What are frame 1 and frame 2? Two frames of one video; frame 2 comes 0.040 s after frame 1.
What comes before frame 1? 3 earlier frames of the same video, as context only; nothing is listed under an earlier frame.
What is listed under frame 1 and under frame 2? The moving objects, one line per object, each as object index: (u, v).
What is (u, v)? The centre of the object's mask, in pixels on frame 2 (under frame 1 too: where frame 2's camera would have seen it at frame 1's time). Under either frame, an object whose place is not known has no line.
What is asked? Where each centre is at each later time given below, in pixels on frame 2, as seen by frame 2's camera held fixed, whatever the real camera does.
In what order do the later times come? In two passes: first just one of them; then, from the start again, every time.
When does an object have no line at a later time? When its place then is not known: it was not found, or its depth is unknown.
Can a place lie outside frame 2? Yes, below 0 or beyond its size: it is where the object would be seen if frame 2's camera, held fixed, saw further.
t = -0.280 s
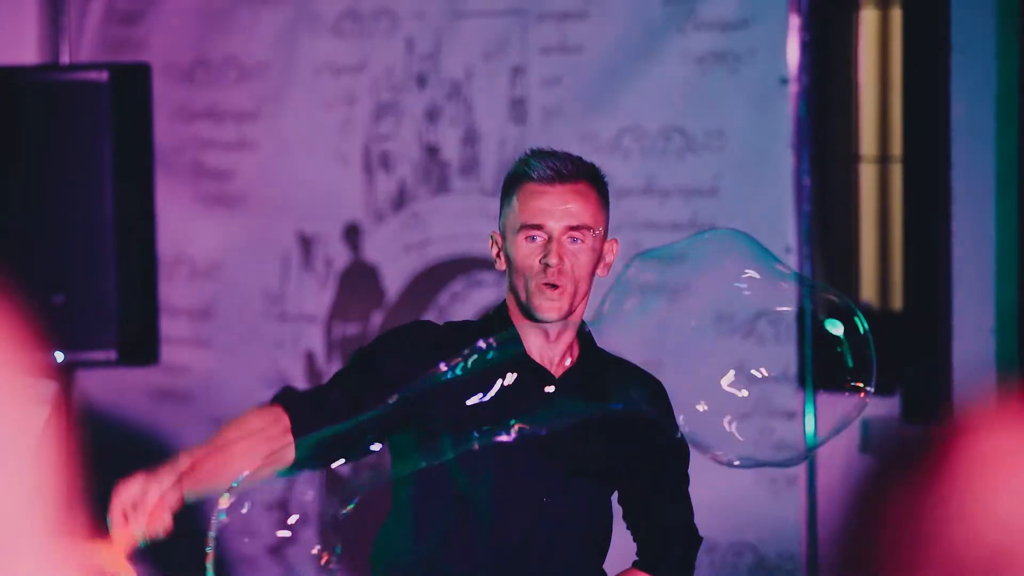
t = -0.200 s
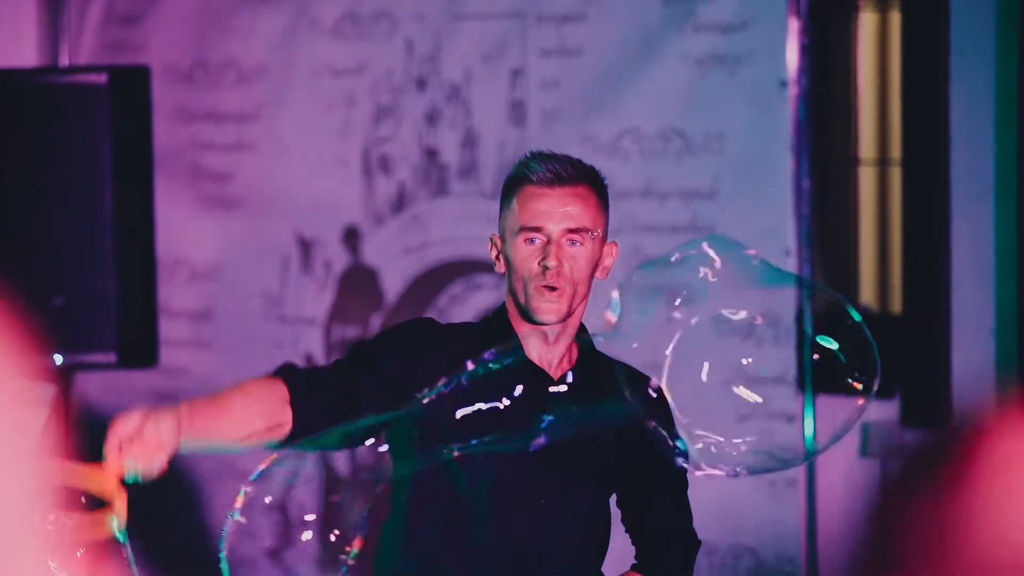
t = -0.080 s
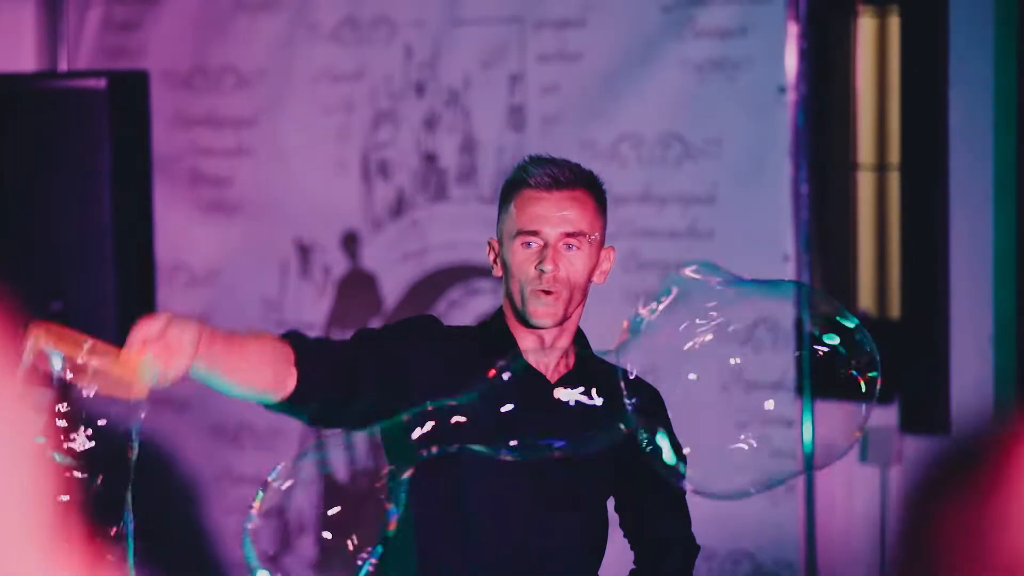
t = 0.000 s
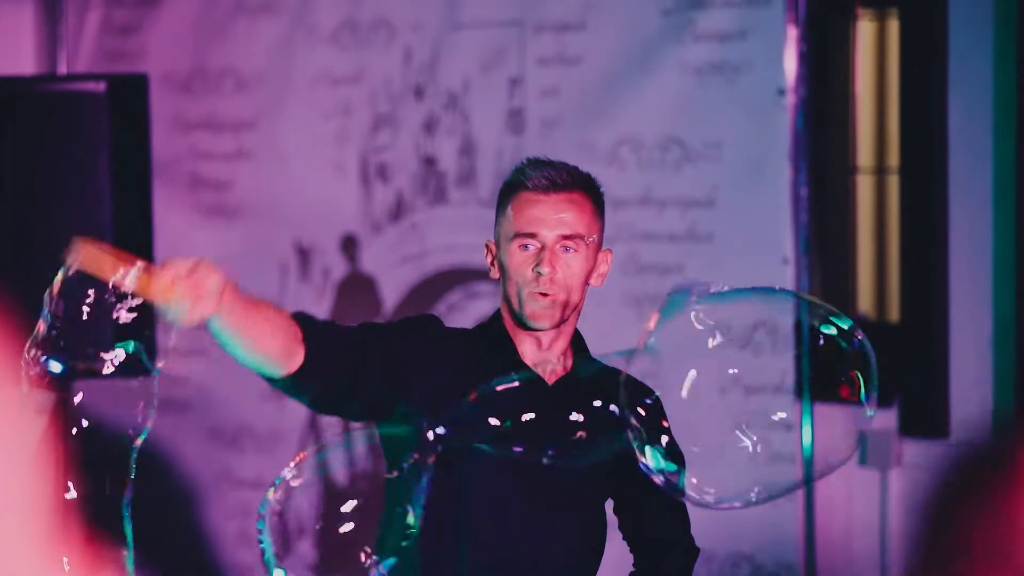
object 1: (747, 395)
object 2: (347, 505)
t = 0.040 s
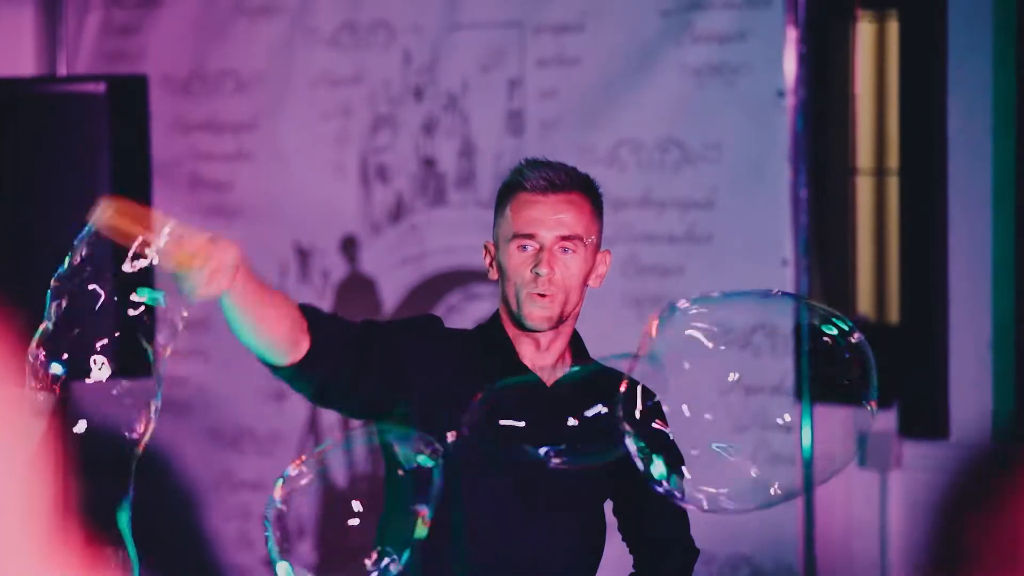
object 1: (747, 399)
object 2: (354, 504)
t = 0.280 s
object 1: (748, 408)
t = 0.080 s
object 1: (748, 401)
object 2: (362, 501)
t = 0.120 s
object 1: (758, 399)
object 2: (368, 500)
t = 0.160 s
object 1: (759, 399)
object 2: (375, 499)
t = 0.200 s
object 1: (751, 403)
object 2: (382, 498)
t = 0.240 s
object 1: (756, 403)
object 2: (388, 497)
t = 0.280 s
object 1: (748, 408)
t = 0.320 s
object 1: (749, 410)
